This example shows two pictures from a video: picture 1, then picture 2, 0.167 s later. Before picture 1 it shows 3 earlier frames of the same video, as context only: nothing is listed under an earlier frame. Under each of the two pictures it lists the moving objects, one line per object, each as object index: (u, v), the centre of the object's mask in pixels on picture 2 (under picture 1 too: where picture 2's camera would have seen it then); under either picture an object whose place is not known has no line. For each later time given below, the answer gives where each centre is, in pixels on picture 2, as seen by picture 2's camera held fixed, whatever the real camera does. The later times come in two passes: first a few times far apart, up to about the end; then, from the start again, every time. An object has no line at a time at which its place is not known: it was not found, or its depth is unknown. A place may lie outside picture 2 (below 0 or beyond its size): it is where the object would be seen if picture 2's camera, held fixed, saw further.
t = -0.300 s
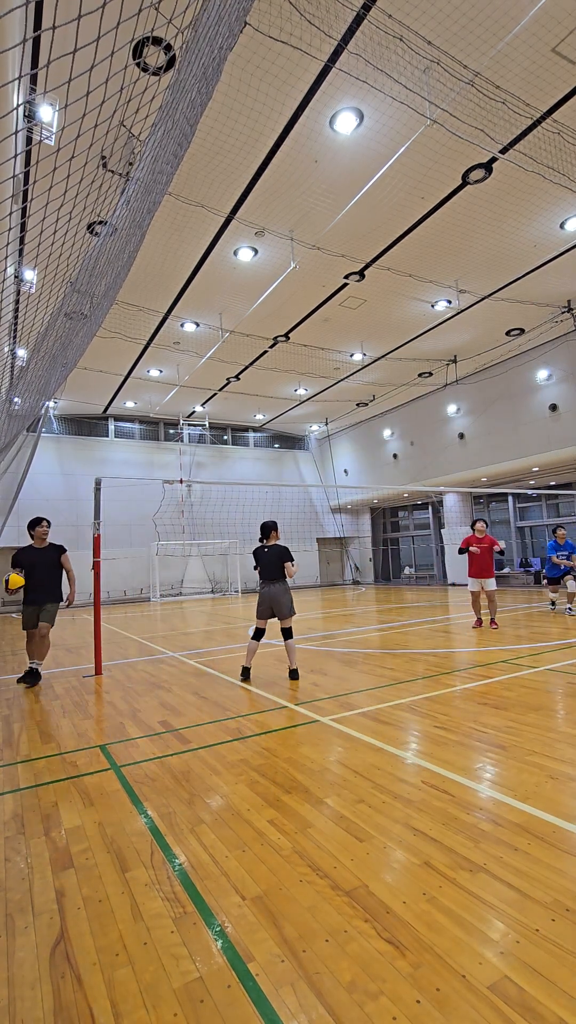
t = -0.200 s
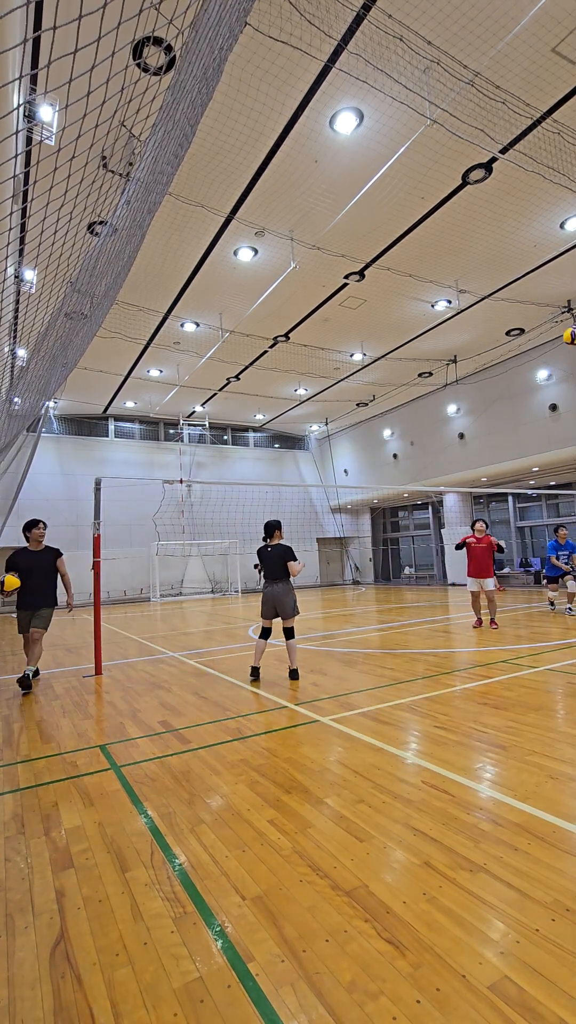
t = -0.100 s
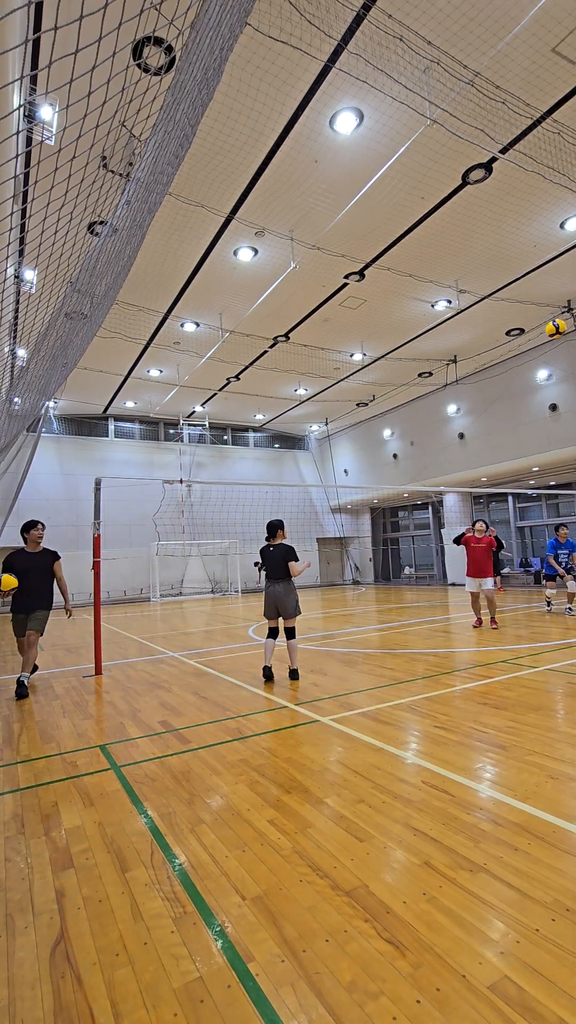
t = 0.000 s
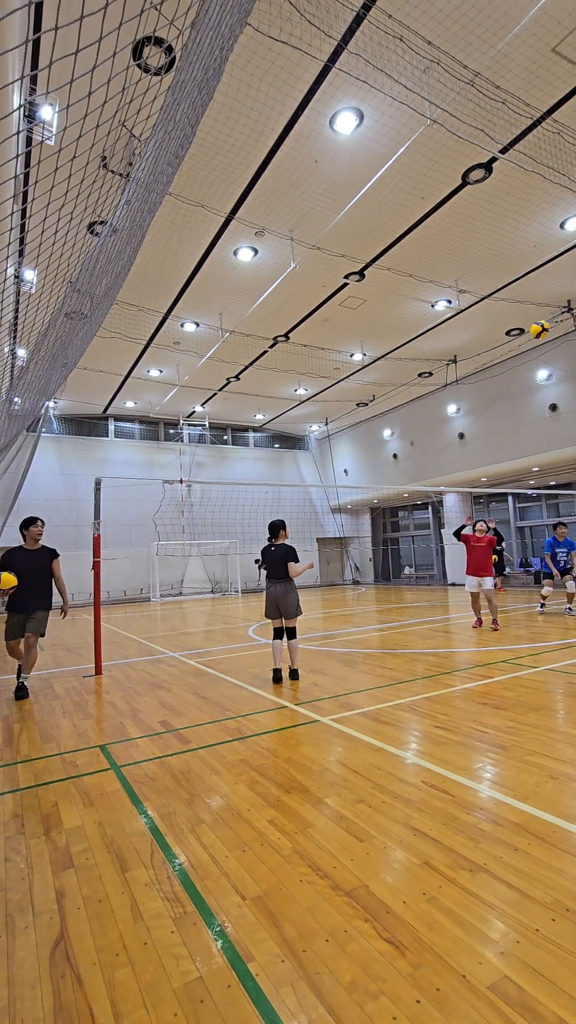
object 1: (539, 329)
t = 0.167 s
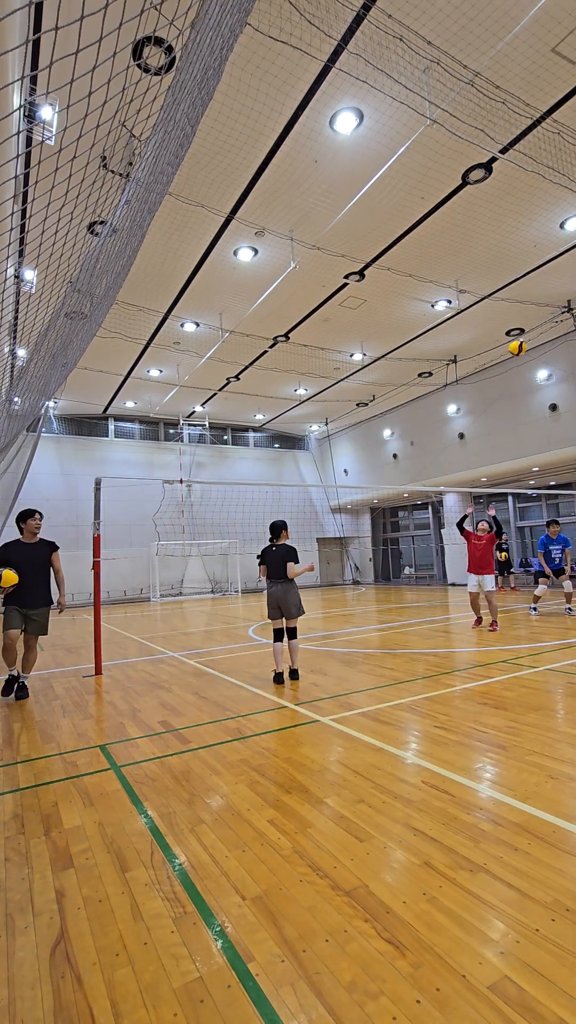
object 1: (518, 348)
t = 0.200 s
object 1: (514, 353)
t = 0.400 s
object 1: (494, 400)
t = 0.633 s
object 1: (477, 480)
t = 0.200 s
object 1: (514, 353)
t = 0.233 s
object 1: (510, 359)
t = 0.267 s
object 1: (507, 366)
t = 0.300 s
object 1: (503, 374)
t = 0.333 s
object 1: (500, 382)
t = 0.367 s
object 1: (497, 391)
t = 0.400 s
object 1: (494, 400)
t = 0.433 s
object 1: (491, 410)
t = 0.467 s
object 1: (489, 420)
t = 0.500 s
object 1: (486, 431)
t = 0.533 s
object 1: (484, 443)
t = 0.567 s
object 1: (481, 455)
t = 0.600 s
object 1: (479, 467)
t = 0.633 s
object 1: (477, 480)
